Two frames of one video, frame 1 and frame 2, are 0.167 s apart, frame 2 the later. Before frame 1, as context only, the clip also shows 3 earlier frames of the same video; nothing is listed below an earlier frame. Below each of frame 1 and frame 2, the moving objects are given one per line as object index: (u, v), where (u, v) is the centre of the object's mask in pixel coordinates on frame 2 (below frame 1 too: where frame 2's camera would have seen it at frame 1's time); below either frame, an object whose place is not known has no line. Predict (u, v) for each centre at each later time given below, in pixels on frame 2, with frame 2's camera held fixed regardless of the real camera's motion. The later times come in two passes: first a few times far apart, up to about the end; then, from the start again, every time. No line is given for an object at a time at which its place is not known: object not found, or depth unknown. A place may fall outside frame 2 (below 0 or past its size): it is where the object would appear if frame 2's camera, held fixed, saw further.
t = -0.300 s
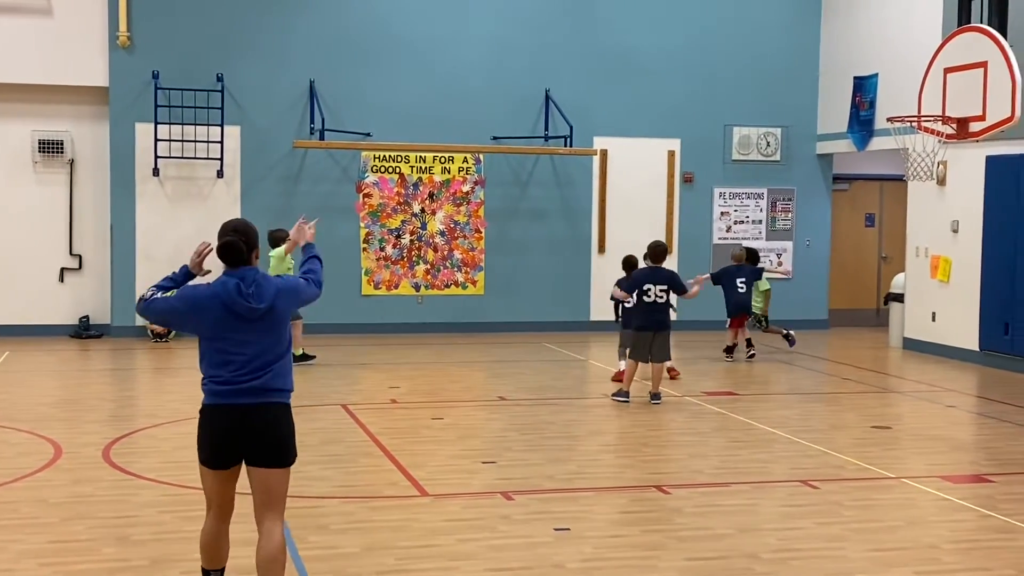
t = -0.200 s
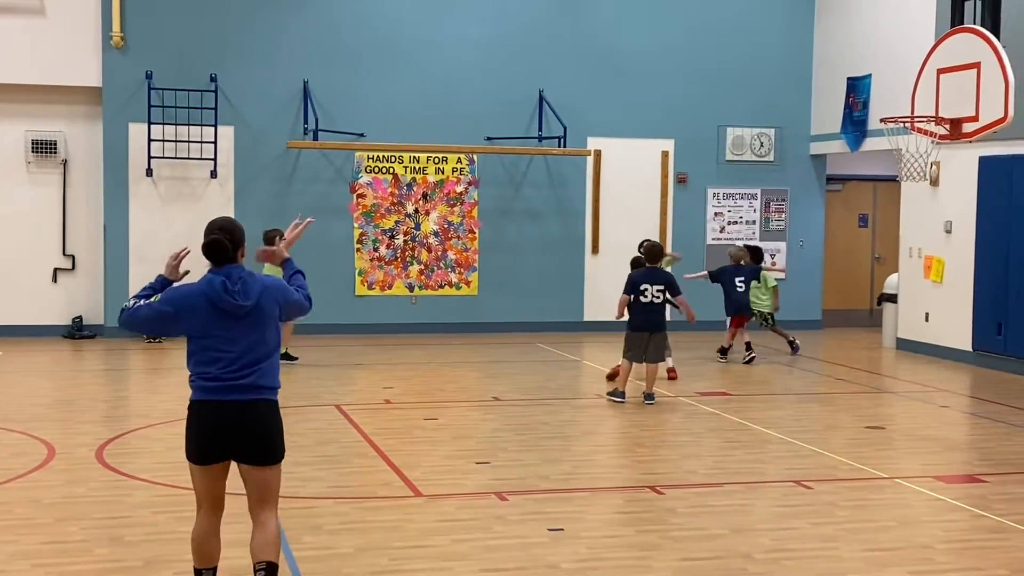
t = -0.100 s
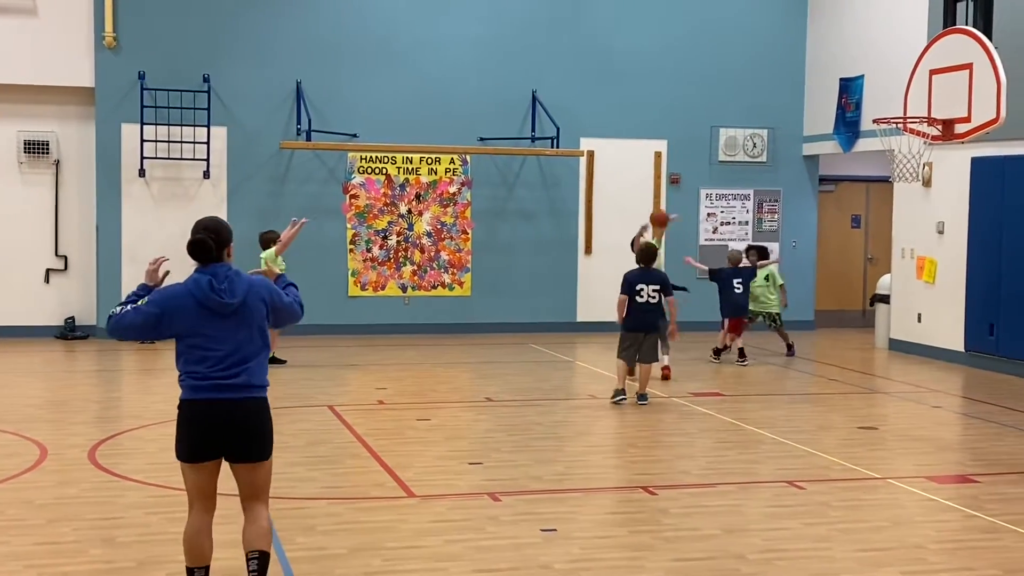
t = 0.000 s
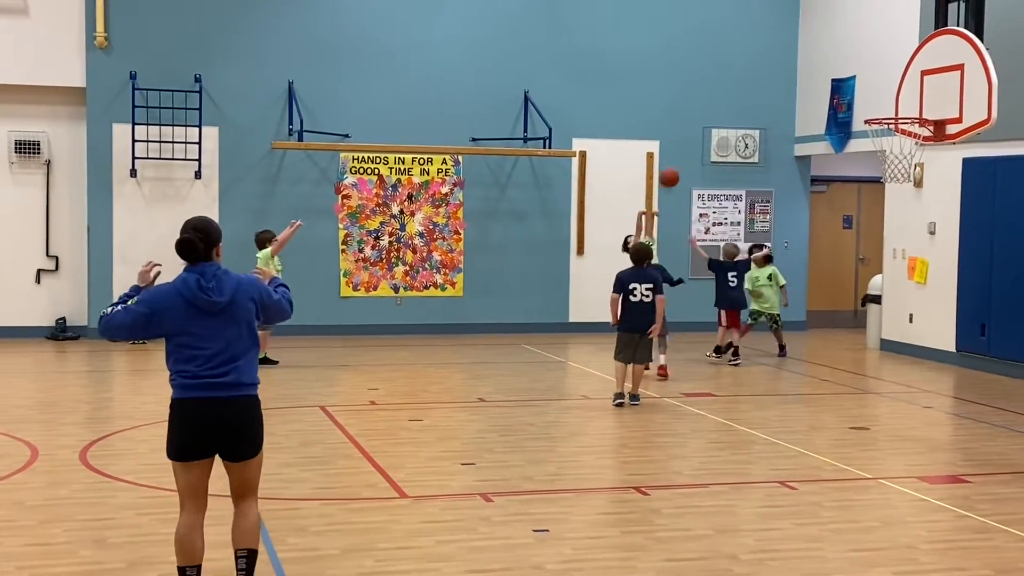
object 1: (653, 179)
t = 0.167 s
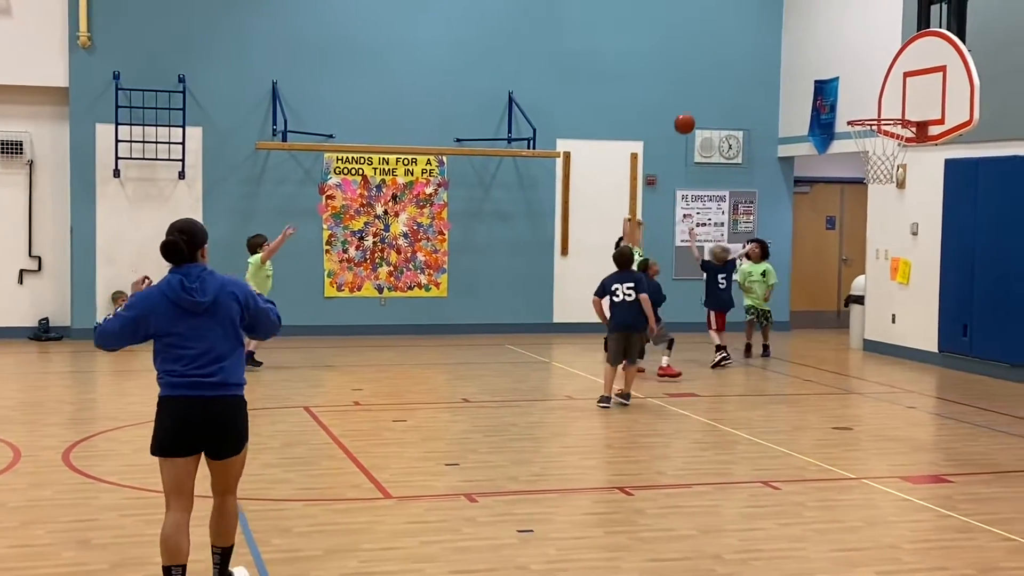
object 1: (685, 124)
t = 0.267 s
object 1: (704, 101)
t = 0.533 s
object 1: (757, 85)
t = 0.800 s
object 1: (819, 147)
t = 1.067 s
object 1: (888, 311)
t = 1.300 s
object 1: (951, 362)
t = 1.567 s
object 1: (1017, 235)
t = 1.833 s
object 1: (1093, 203)
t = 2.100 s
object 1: (1174, 291)
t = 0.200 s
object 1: (691, 116)
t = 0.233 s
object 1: (697, 108)
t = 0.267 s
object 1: (704, 101)
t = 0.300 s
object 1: (710, 96)
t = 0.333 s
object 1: (716, 91)
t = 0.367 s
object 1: (723, 87)
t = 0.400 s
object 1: (730, 85)
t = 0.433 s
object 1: (736, 83)
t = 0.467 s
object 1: (743, 83)
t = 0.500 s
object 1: (750, 84)
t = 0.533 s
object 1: (757, 85)
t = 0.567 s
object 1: (765, 88)
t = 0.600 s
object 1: (772, 92)
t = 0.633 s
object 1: (780, 98)
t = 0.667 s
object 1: (787, 105)
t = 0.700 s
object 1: (795, 113)
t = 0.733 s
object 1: (803, 123)
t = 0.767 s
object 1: (811, 134)
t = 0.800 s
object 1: (819, 147)
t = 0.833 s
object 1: (827, 161)
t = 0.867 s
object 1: (836, 178)
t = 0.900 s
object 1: (844, 195)
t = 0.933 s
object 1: (853, 216)
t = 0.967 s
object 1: (862, 237)
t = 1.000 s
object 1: (871, 259)
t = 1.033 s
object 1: (880, 284)
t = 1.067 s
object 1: (888, 311)
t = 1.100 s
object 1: (898, 340)
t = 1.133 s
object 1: (907, 371)
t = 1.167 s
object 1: (917, 403)
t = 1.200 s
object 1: (927, 432)
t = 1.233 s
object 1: (934, 407)
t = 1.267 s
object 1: (942, 385)
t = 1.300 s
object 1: (951, 362)
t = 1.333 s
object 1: (959, 341)
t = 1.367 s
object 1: (968, 323)
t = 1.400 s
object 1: (976, 305)
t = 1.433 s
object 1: (984, 288)
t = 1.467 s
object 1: (992, 273)
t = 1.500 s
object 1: (1001, 259)
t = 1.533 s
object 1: (1009, 247)
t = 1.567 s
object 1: (1017, 235)
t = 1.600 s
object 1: (1026, 226)
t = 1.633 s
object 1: (1035, 217)
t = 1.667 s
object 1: (1044, 210)
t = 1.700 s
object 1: (1054, 205)
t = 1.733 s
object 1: (1063, 202)
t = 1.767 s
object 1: (1074, 201)
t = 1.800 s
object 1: (1083, 202)
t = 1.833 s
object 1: (1093, 203)
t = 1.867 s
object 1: (1102, 207)
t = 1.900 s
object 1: (1112, 213)
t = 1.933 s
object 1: (1123, 220)
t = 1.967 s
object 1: (1134, 229)
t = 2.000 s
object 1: (1144, 241)
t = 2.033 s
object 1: (1154, 255)
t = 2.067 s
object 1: (1164, 272)
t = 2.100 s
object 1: (1174, 291)
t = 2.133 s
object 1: (1183, 311)
